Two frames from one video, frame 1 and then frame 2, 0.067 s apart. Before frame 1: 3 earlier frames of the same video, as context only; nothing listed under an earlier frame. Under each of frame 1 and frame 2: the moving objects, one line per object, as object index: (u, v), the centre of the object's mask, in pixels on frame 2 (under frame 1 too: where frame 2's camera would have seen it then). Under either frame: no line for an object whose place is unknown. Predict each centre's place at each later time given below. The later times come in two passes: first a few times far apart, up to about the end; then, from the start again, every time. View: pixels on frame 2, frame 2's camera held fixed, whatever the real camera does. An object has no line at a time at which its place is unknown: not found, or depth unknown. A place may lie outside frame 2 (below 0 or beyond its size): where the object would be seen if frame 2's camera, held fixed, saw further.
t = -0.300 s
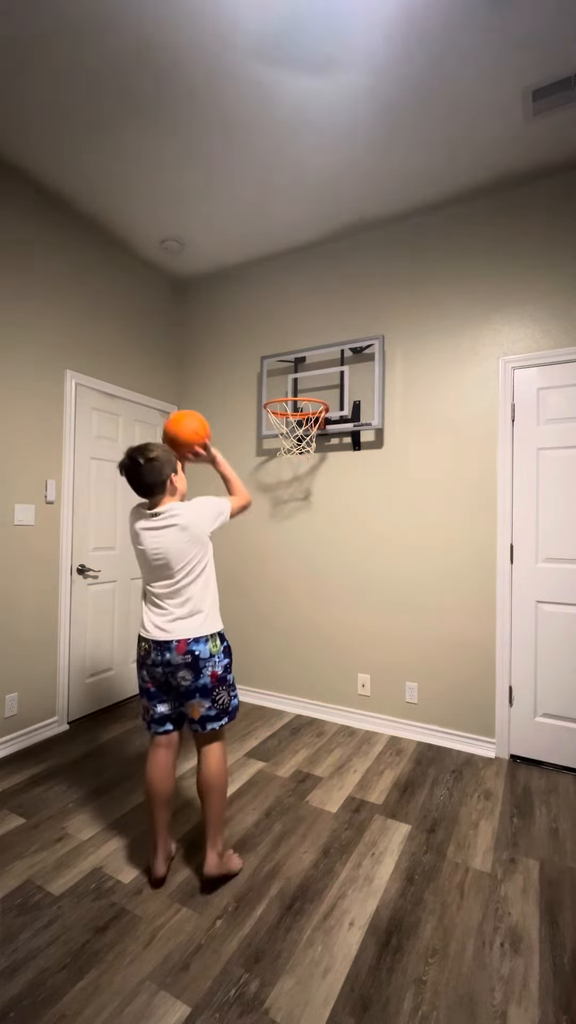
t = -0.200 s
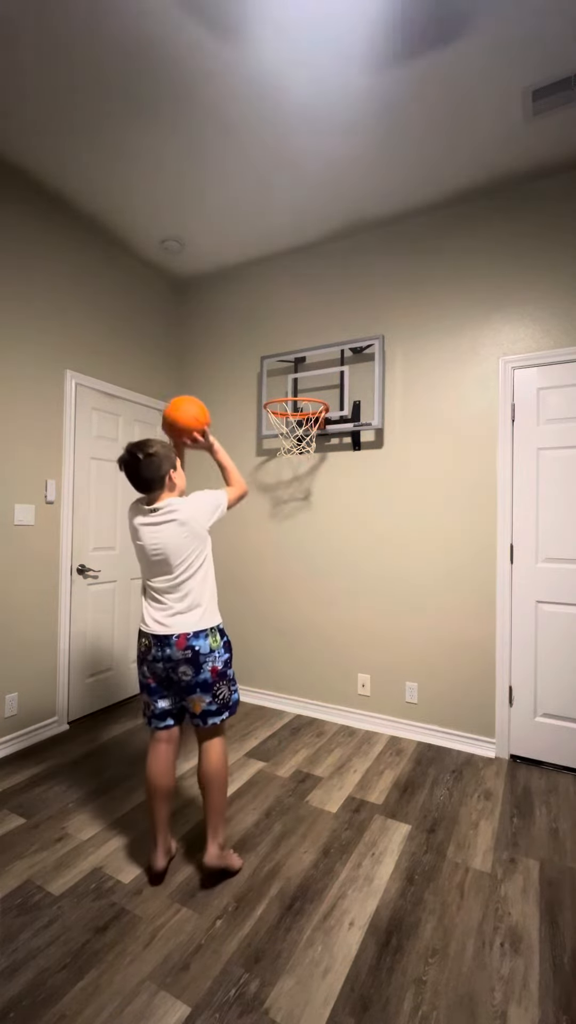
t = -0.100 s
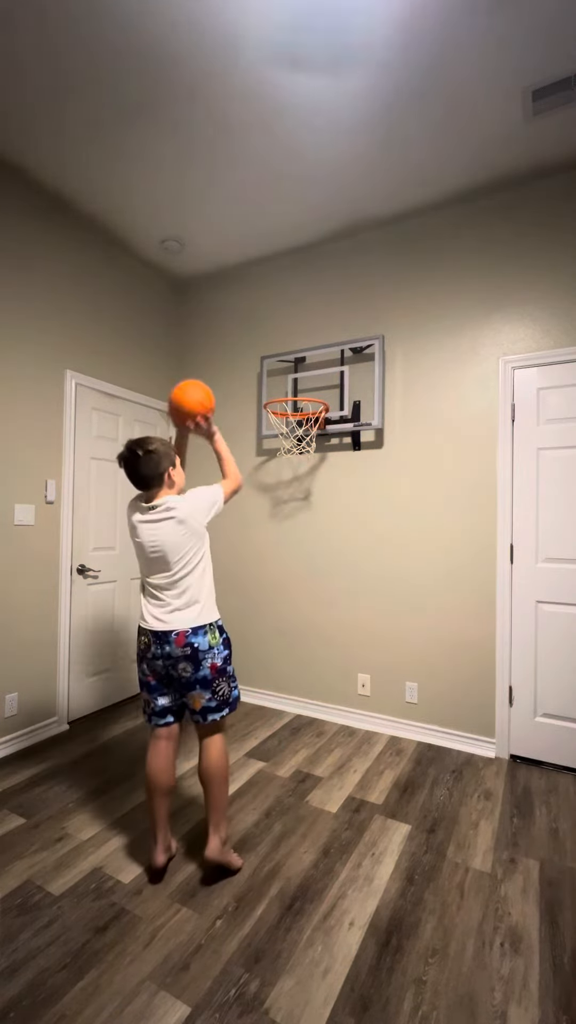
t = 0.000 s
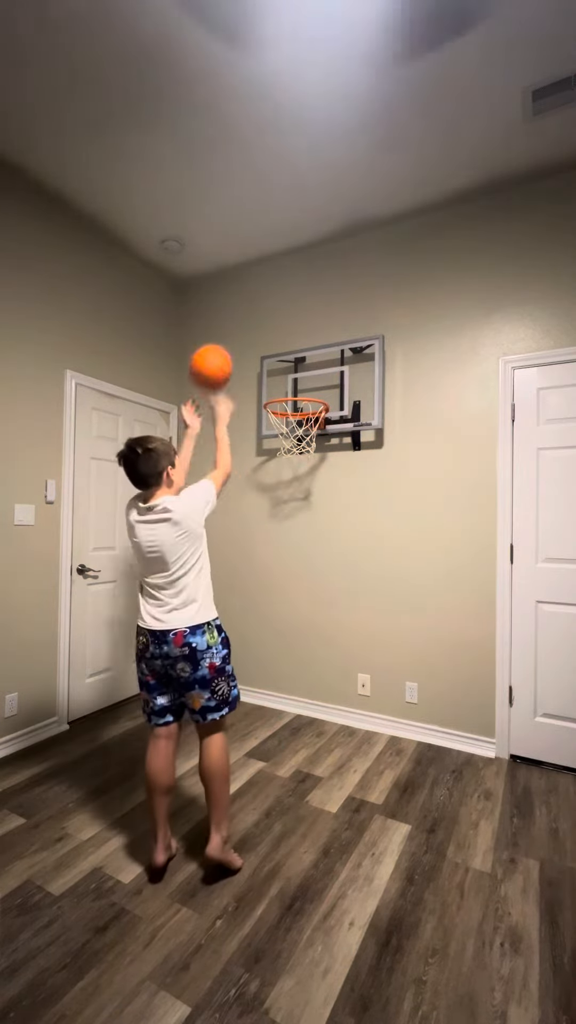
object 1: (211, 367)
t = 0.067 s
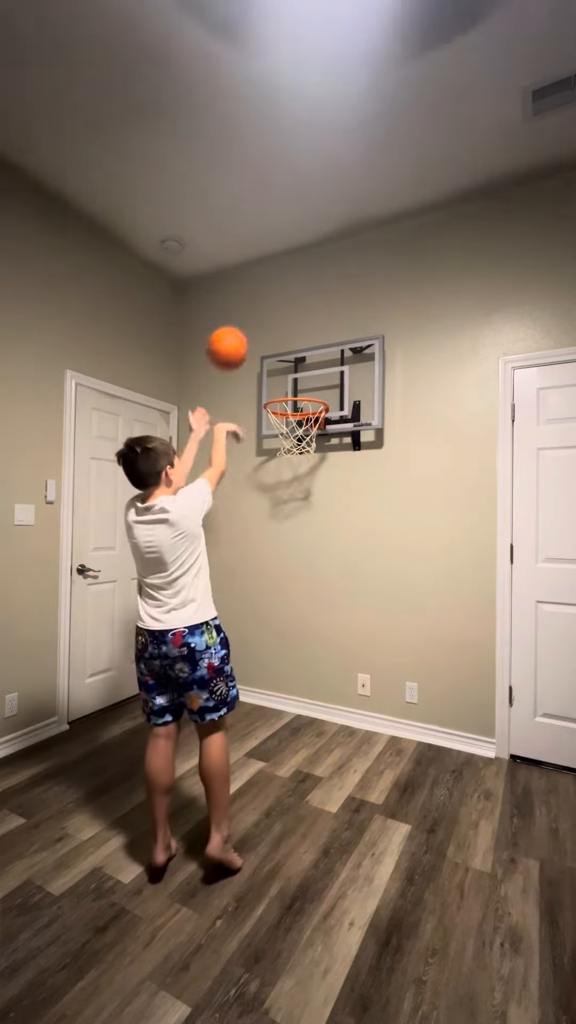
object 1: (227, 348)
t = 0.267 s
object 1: (267, 350)
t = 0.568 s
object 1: (304, 454)
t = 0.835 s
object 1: (315, 604)
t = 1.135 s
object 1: (320, 632)
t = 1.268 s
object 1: (320, 584)
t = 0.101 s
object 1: (235, 342)
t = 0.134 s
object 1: (242, 340)
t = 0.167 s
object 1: (249, 339)
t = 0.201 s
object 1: (255, 341)
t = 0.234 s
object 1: (261, 344)
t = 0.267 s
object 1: (267, 350)
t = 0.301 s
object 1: (273, 358)
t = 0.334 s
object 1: (278, 367)
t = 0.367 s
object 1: (283, 377)
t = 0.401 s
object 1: (288, 386)
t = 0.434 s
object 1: (294, 404)
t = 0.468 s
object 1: (296, 415)
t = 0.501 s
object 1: (300, 428)
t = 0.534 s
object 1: (303, 442)
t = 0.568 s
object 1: (304, 454)
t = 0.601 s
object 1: (305, 465)
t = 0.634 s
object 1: (307, 479)
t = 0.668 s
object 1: (308, 495)
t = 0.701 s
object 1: (310, 513)
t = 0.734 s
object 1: (311, 533)
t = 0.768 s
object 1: (312, 555)
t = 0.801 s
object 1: (314, 578)
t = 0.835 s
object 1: (315, 604)
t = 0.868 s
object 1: (316, 632)
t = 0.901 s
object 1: (318, 662)
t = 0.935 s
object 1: (319, 693)
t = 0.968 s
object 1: (320, 728)
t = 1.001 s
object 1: (320, 707)
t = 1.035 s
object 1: (320, 686)
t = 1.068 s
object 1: (320, 667)
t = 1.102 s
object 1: (320, 649)
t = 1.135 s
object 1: (320, 632)
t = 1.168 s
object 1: (320, 617)
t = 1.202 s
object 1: (320, 604)
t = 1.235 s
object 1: (320, 594)
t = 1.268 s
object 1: (320, 584)
